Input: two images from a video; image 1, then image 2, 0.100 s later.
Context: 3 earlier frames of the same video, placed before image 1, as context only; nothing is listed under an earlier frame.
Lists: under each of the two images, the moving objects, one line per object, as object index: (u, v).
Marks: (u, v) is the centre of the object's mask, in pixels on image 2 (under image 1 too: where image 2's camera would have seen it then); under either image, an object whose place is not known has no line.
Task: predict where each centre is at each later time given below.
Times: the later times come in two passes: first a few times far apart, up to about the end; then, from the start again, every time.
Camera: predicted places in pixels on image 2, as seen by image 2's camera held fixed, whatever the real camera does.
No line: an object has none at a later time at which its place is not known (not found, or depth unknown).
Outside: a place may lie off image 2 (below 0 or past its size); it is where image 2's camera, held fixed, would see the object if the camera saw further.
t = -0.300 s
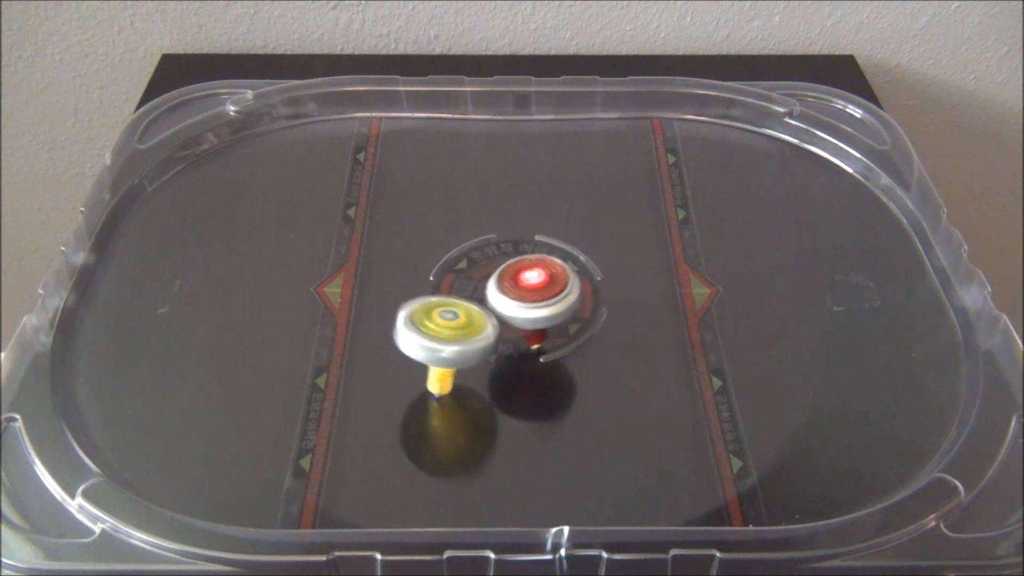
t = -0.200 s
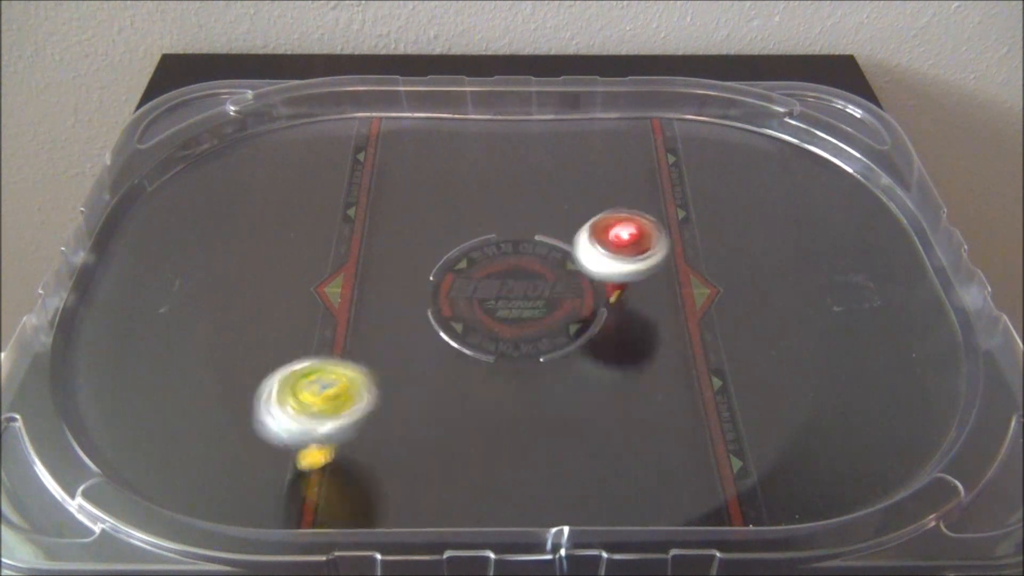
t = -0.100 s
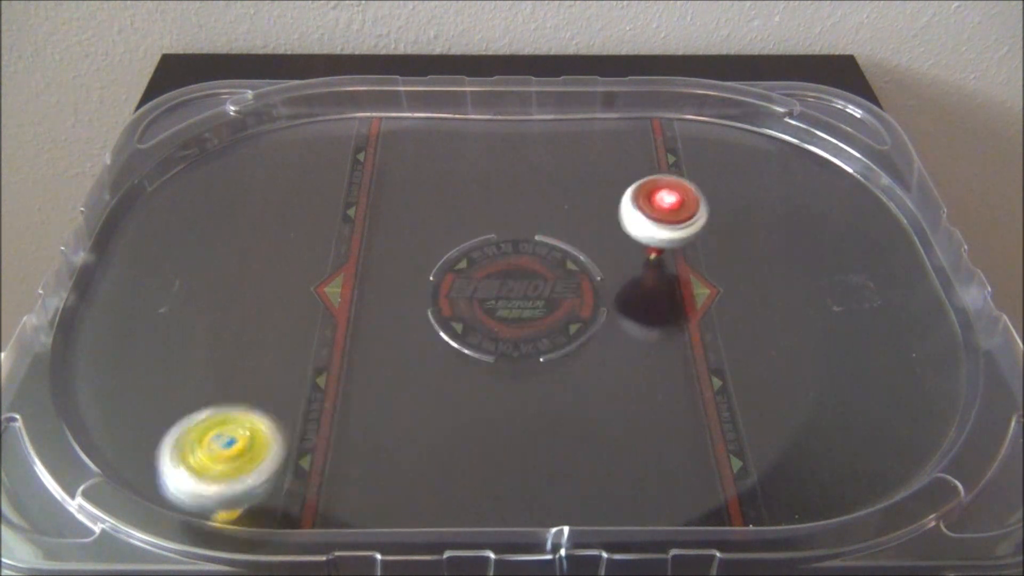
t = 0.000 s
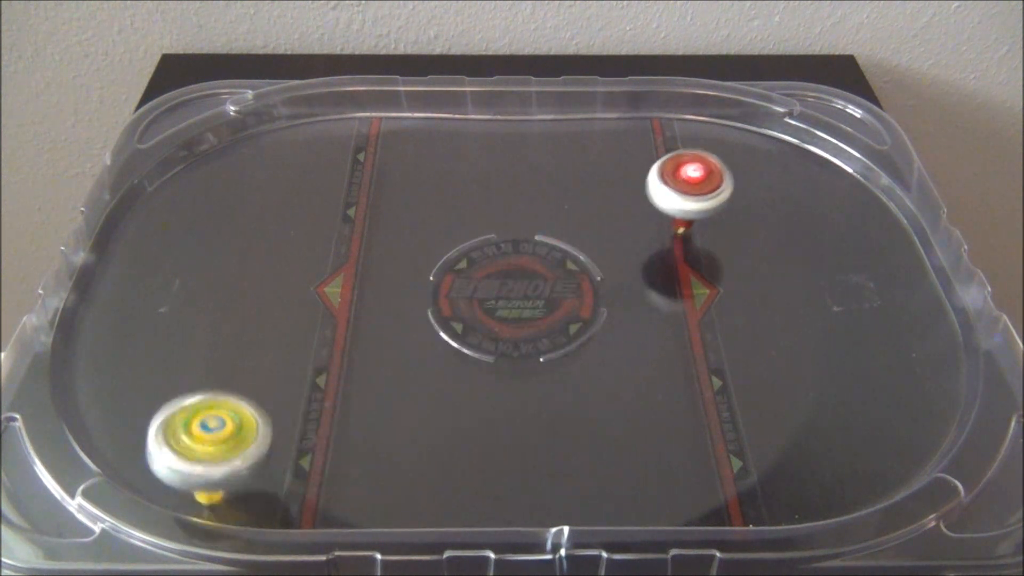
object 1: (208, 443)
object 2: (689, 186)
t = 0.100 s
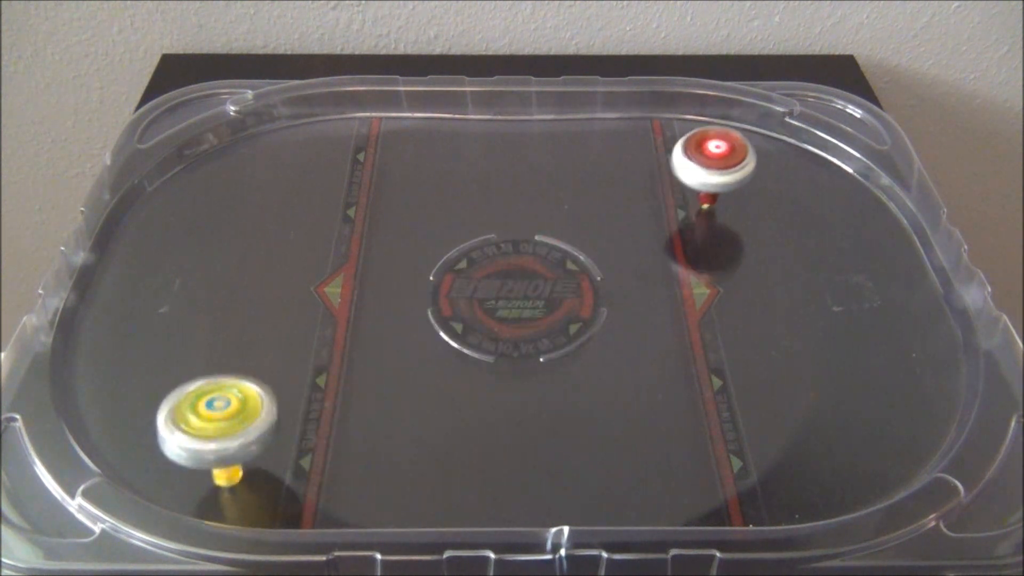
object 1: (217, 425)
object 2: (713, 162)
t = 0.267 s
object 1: (250, 415)
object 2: (729, 134)
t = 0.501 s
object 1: (284, 374)
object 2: (718, 128)
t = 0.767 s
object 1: (283, 326)
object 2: (637, 154)
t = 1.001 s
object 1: (256, 294)
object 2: (544, 189)
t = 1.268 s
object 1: (213, 284)
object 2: (439, 210)
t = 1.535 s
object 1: (197, 305)
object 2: (317, 195)
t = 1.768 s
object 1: (227, 323)
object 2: (246, 194)
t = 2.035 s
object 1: (287, 311)
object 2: (253, 223)
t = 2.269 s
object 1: (399, 368)
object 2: (281, 185)
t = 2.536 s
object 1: (457, 349)
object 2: (348, 140)
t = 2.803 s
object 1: (449, 315)
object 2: (457, 138)
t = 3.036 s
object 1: (412, 308)
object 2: (547, 168)
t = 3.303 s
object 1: (373, 317)
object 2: (606, 241)
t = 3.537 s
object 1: (370, 344)
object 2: (590, 320)
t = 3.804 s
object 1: (330, 347)
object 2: (570, 390)
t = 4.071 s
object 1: (192, 302)
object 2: (724, 400)
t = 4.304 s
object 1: (160, 300)
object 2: (753, 354)
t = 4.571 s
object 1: (147, 326)
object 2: (694, 283)
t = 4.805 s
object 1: (175, 340)
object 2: (611, 230)
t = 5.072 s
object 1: (222, 324)
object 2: (528, 189)
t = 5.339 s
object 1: (239, 291)
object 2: (452, 160)
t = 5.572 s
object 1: (229, 263)
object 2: (400, 168)
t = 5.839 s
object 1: (205, 250)
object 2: (382, 215)
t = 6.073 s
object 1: (206, 259)
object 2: (410, 279)
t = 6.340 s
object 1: (249, 259)
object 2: (485, 350)
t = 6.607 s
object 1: (286, 239)
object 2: (582, 397)
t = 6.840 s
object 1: (296, 213)
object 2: (654, 391)
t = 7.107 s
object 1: (283, 190)
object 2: (667, 335)
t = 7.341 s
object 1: (272, 188)
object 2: (627, 274)
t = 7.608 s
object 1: (293, 199)
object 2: (554, 211)
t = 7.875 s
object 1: (335, 196)
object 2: (474, 173)
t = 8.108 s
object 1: (292, 198)
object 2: (473, 149)
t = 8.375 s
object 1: (259, 211)
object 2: (561, 128)
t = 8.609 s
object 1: (275, 227)
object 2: (627, 143)
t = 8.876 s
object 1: (311, 225)
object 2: (662, 196)
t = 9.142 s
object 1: (330, 208)
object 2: (628, 268)
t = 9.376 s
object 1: (318, 192)
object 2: (547, 309)
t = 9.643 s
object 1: (306, 201)
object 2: (434, 290)
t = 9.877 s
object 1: (297, 193)
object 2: (413, 257)
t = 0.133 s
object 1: (221, 423)
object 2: (719, 155)
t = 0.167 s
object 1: (227, 421)
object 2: (723, 149)
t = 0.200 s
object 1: (235, 420)
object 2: (727, 144)
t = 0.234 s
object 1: (242, 418)
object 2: (729, 139)
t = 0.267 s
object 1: (250, 415)
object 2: (729, 134)
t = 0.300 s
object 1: (258, 412)
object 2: (730, 131)
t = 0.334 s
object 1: (265, 405)
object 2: (730, 129)
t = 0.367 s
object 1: (270, 399)
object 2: (729, 128)
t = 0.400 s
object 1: (274, 393)
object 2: (728, 127)
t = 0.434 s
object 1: (278, 386)
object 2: (726, 127)
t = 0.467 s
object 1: (282, 380)
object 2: (723, 127)
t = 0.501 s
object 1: (284, 374)
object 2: (718, 128)
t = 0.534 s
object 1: (287, 368)
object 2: (711, 128)
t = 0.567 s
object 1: (288, 361)
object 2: (703, 130)
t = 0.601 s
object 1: (289, 355)
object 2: (694, 132)
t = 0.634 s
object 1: (289, 349)
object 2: (684, 136)
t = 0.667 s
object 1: (288, 343)
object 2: (674, 140)
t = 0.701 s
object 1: (288, 337)
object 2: (663, 144)
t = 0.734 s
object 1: (286, 332)
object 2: (651, 148)
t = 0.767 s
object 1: (283, 326)
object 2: (637, 154)
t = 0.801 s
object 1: (281, 321)
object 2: (624, 160)
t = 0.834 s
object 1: (278, 316)
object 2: (612, 166)
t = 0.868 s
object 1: (274, 311)
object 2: (598, 171)
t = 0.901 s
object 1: (269, 306)
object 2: (584, 177)
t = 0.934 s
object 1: (265, 302)
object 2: (570, 183)
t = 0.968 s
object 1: (261, 298)
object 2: (555, 189)
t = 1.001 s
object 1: (256, 294)
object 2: (544, 189)
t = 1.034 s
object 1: (250, 292)
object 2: (533, 192)
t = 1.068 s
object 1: (245, 290)
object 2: (520, 194)
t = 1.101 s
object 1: (240, 288)
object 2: (506, 197)
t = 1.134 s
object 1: (234, 286)
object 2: (491, 199)
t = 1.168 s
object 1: (228, 284)
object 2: (474, 201)
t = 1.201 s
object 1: (223, 284)
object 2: (458, 203)
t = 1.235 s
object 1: (218, 284)
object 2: (449, 205)
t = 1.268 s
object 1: (213, 284)
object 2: (439, 210)
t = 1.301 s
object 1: (208, 285)
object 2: (425, 209)
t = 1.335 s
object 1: (204, 285)
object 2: (409, 208)
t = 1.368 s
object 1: (202, 287)
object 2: (393, 206)
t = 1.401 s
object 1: (199, 289)
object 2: (377, 204)
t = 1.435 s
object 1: (197, 292)
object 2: (361, 202)
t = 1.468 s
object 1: (196, 296)
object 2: (346, 200)
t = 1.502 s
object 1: (196, 301)
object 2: (331, 197)
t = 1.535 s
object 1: (197, 305)
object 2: (317, 195)
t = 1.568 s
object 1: (198, 309)
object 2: (303, 194)
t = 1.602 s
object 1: (200, 313)
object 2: (291, 193)
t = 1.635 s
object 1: (204, 316)
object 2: (280, 192)
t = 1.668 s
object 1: (208, 319)
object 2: (270, 192)
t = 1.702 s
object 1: (214, 321)
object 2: (260, 192)
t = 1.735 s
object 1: (220, 322)
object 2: (253, 192)
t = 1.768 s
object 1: (227, 323)
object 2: (246, 194)
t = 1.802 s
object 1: (235, 323)
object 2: (240, 196)
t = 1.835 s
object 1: (243, 322)
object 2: (237, 198)
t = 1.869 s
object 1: (250, 321)
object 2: (235, 201)
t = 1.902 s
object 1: (258, 320)
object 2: (236, 205)
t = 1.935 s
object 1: (266, 318)
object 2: (237, 209)
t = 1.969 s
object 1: (274, 316)
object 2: (241, 214)
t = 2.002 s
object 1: (281, 314)
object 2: (246, 218)
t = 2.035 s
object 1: (287, 311)
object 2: (253, 223)
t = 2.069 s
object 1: (294, 307)
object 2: (261, 227)
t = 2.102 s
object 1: (300, 303)
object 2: (269, 230)
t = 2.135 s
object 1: (315, 315)
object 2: (272, 225)
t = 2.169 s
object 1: (338, 333)
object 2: (271, 211)
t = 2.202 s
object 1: (359, 349)
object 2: (273, 202)
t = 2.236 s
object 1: (381, 360)
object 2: (277, 193)
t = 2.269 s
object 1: (399, 368)
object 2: (281, 185)
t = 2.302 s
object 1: (416, 370)
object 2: (287, 177)
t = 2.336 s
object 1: (428, 370)
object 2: (293, 170)
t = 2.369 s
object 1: (437, 368)
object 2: (300, 164)
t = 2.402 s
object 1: (443, 364)
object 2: (308, 157)
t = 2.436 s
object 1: (447, 361)
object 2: (316, 152)
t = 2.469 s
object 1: (450, 358)
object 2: (327, 148)
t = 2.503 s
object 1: (454, 353)
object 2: (337, 144)
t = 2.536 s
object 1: (457, 349)
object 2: (348, 140)
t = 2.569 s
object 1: (458, 344)
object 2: (359, 138)
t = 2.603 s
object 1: (459, 339)
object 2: (372, 136)
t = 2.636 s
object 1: (459, 335)
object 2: (386, 135)
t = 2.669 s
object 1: (459, 330)
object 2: (400, 134)
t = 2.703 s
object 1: (458, 325)
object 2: (414, 134)
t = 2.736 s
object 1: (456, 321)
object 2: (428, 135)
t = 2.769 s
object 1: (453, 316)
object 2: (443, 136)
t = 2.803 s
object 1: (449, 315)
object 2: (457, 138)
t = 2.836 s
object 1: (441, 318)
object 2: (471, 141)
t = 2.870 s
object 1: (436, 318)
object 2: (485, 144)
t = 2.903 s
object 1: (432, 316)
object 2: (498, 147)
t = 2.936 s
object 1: (429, 314)
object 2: (511, 151)
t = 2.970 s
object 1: (424, 311)
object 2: (524, 156)
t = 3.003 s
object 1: (418, 309)
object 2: (535, 162)
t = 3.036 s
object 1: (412, 308)
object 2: (547, 168)
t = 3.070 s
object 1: (407, 307)
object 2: (558, 176)
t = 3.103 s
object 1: (402, 307)
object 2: (568, 183)
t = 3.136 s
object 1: (396, 307)
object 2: (577, 192)
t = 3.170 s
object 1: (390, 308)
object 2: (585, 200)
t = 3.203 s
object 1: (385, 309)
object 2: (592, 210)
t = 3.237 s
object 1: (381, 311)
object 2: (598, 221)
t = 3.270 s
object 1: (377, 314)
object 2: (603, 231)
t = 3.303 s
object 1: (373, 317)
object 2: (606, 241)
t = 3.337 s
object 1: (370, 320)
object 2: (609, 253)
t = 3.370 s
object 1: (367, 324)
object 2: (609, 264)
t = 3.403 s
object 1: (366, 328)
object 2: (609, 275)
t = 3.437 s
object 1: (366, 332)
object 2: (606, 287)
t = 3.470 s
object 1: (366, 337)
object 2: (602, 298)
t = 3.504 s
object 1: (368, 341)
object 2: (597, 310)
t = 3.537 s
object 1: (370, 344)
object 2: (590, 320)
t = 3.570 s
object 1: (374, 348)
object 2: (581, 331)
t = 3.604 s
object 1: (378, 351)
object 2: (571, 341)
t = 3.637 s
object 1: (383, 354)
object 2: (559, 350)
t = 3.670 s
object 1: (388, 356)
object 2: (546, 359)
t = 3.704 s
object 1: (394, 358)
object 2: (531, 366)
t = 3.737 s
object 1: (401, 358)
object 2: (516, 373)
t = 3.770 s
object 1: (376, 357)
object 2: (530, 382)
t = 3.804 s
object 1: (330, 347)
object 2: (570, 390)
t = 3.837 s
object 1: (291, 339)
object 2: (605, 398)
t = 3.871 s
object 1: (256, 330)
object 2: (634, 403)
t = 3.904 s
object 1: (230, 322)
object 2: (656, 406)
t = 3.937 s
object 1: (211, 316)
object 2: (672, 407)
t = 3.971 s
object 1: (201, 312)
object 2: (687, 407)
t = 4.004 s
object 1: (195, 309)
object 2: (700, 405)
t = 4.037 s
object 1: (193, 306)
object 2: (713, 403)
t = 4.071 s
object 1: (192, 302)
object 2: (724, 400)
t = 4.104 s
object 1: (190, 298)
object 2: (733, 395)
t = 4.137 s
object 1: (185, 295)
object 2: (741, 390)
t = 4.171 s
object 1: (179, 295)
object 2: (747, 384)
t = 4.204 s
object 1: (173, 296)
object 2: (751, 377)
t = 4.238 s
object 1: (169, 298)
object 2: (753, 370)
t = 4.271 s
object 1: (165, 299)
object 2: (754, 362)
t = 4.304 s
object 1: (160, 300)
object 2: (753, 354)
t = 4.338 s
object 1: (155, 303)
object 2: (750, 345)
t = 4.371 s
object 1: (152, 307)
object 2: (746, 337)
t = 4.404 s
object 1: (149, 309)
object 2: (741, 328)
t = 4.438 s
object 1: (147, 312)
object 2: (734, 319)
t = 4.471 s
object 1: (146, 316)
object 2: (726, 310)
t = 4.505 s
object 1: (145, 319)
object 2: (716, 300)
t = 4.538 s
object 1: (146, 323)
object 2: (705, 291)
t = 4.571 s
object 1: (147, 326)
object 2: (694, 283)
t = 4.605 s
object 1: (149, 330)
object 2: (682, 274)
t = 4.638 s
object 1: (151, 332)
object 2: (671, 266)
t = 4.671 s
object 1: (155, 335)
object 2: (659, 258)
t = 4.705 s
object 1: (160, 337)
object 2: (646, 250)
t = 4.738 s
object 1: (164, 338)
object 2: (635, 243)
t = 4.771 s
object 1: (169, 340)
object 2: (622, 236)
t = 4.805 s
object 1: (175, 340)
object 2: (611, 230)
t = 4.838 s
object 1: (181, 341)
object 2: (601, 225)
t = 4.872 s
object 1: (187, 341)
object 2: (590, 223)
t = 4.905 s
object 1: (193, 340)
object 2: (579, 219)
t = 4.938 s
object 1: (198, 339)
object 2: (569, 213)
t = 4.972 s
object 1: (205, 336)
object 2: (559, 206)
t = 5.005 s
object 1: (212, 332)
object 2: (549, 199)
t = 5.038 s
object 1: (218, 328)
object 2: (539, 194)
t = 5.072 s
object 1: (222, 324)
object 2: (528, 189)
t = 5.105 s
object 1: (226, 321)
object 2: (518, 183)
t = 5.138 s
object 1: (229, 317)
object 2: (508, 178)
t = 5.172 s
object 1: (232, 313)
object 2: (498, 174)
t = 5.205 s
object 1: (234, 308)
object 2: (488, 170)
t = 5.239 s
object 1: (236, 304)
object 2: (479, 167)
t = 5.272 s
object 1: (238, 299)
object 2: (470, 164)
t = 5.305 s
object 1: (238, 295)
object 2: (461, 162)
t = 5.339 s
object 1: (239, 291)
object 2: (452, 160)
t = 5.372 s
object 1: (239, 286)
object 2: (443, 159)
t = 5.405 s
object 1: (238, 282)
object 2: (435, 159)
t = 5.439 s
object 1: (237, 278)
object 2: (427, 160)
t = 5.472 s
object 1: (235, 274)
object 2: (419, 160)
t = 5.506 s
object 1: (234, 270)
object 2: (412, 162)
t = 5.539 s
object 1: (231, 267)
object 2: (406, 165)
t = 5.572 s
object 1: (229, 263)
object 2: (400, 168)
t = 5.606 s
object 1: (226, 260)
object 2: (395, 172)
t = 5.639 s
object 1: (223, 258)
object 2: (390, 176)
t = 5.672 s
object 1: (219, 255)
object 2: (387, 181)
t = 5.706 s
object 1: (216, 253)
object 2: (384, 187)
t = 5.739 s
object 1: (213, 252)
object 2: (383, 194)
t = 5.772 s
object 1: (210, 251)
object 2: (382, 200)
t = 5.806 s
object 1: (207, 250)
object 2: (381, 207)
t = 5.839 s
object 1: (205, 250)
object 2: (382, 215)
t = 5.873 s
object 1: (203, 250)
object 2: (384, 223)
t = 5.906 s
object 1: (202, 251)
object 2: (385, 231)
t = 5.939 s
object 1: (201, 252)
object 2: (388, 240)
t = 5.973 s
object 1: (201, 254)
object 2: (391, 249)
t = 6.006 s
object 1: (202, 255)
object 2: (397, 258)
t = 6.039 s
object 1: (203, 257)
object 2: (403, 269)
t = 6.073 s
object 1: (206, 259)
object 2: (410, 279)
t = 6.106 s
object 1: (209, 259)
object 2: (416, 287)
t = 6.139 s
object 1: (214, 260)
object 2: (425, 297)
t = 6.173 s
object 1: (219, 261)
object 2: (434, 306)
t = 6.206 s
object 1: (225, 261)
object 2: (442, 316)
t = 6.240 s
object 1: (231, 261)
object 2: (452, 325)
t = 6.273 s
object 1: (237, 261)
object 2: (463, 334)
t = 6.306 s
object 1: (243, 260)
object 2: (474, 342)
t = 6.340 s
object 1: (249, 259)
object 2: (485, 350)
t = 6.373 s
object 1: (255, 257)
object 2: (497, 359)
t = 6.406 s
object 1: (260, 256)
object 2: (509, 366)
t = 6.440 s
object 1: (265, 253)
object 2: (521, 373)
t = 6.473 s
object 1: (270, 251)
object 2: (533, 379)
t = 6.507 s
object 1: (275, 248)
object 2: (545, 385)
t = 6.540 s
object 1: (279, 245)
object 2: (557, 390)
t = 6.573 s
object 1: (283, 242)
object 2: (569, 394)
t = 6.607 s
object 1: (286, 239)
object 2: (582, 397)
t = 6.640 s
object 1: (289, 235)
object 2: (594, 399)
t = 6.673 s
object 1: (291, 232)
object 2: (606, 400)
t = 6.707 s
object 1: (293, 228)
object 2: (617, 401)
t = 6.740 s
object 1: (295, 225)
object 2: (628, 400)
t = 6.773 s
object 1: (296, 221)
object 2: (638, 398)
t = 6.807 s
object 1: (297, 217)
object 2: (647, 395)
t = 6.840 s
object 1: (296, 213)
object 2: (654, 391)
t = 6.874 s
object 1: (296, 210)
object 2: (661, 386)
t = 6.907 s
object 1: (295, 207)
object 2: (666, 380)
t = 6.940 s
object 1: (294, 203)
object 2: (669, 374)
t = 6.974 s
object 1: (292, 200)
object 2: (671, 366)
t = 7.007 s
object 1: (290, 197)
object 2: (672, 359)
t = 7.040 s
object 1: (288, 195)
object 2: (671, 351)
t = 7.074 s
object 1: (286, 193)
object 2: (670, 343)
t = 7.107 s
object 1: (283, 190)
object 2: (667, 335)
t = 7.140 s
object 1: (281, 189)
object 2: (663, 326)
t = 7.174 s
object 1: (279, 188)
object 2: (659, 318)
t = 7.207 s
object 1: (276, 187)
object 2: (654, 308)
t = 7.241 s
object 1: (275, 187)
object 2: (649, 300)
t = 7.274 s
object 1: (273, 187)
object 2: (642, 291)
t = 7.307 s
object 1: (273, 187)
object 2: (635, 282)
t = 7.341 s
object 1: (272, 188)
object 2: (627, 274)
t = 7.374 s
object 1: (272, 189)
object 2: (619, 265)
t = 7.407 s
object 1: (273, 190)
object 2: (611, 256)
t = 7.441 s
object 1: (275, 192)
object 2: (602, 247)
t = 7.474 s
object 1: (277, 193)
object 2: (593, 241)
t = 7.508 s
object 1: (281, 195)
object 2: (583, 233)
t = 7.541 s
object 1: (284, 196)
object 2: (574, 226)
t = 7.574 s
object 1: (288, 197)
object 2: (564, 218)
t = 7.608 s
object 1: (293, 199)
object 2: (554, 211)
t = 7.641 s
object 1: (297, 199)
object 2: (545, 205)
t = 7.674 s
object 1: (303, 200)
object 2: (535, 199)
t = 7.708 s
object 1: (309, 200)
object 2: (524, 193)
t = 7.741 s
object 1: (314, 200)
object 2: (514, 189)
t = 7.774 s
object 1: (320, 200)
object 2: (503, 184)
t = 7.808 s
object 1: (325, 199)
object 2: (493, 180)
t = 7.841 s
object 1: (331, 198)
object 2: (483, 177)
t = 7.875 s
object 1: (335, 196)
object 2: (474, 173)
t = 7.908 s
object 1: (340, 194)
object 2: (465, 171)
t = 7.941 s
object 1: (344, 192)
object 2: (456, 170)
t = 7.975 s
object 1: (348, 190)
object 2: (448, 168)
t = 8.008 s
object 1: (352, 188)
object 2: (440, 167)
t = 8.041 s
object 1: (339, 190)
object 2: (445, 163)
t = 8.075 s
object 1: (313, 195)
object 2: (461, 155)
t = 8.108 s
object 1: (292, 198)
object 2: (473, 149)
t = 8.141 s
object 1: (276, 202)
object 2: (483, 144)
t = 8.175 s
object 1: (268, 204)
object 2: (493, 140)
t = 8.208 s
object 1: (265, 207)
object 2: (504, 137)
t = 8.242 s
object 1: (264, 208)
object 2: (515, 134)
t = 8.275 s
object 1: (264, 208)
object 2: (526, 131)
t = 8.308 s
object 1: (262, 208)
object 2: (538, 130)
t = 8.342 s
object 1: (260, 209)
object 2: (549, 129)
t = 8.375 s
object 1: (259, 211)
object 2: (561, 128)
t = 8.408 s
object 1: (259, 214)
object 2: (572, 128)
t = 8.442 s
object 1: (259, 216)
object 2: (582, 129)
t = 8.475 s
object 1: (261, 218)
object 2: (592, 130)
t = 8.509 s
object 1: (263, 221)
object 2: (602, 132)
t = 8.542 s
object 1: (267, 223)
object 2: (611, 135)
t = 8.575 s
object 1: (270, 225)
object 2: (619, 139)
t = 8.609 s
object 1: (275, 227)
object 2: (627, 143)
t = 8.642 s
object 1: (280, 228)
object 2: (635, 147)
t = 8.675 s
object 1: (284, 228)
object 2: (641, 152)
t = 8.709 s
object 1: (289, 228)
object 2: (646, 157)
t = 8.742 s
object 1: (294, 228)
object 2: (651, 163)
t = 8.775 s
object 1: (299, 228)
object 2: (655, 171)
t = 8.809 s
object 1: (303, 227)
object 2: (659, 178)
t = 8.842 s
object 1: (307, 226)
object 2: (661, 187)
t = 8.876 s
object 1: (311, 225)
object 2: (662, 196)
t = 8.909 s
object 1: (314, 224)
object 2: (662, 205)
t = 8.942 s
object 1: (317, 222)
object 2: (661, 215)
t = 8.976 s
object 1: (320, 220)
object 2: (658, 225)
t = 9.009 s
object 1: (323, 218)
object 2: (655, 234)
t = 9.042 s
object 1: (325, 216)
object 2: (650, 243)
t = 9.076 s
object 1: (327, 213)
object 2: (644, 252)
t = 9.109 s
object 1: (329, 211)
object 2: (636, 260)
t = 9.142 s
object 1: (330, 208)
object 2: (628, 268)
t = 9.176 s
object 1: (330, 205)
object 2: (618, 276)
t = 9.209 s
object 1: (329, 202)
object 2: (607, 282)
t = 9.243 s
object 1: (328, 199)
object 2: (595, 289)
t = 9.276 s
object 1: (326, 197)
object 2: (582, 294)
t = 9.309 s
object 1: (323, 195)
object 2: (569, 298)
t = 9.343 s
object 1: (320, 193)
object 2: (558, 304)
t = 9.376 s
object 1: (318, 192)
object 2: (547, 309)
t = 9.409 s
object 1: (315, 191)
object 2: (533, 310)
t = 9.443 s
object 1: (312, 191)
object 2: (517, 311)
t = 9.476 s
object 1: (310, 192)
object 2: (502, 309)
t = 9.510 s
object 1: (308, 193)
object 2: (487, 307)
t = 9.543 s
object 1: (306, 194)
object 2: (473, 304)
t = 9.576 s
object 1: (305, 196)
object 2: (459, 300)
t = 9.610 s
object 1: (305, 199)
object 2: (446, 296)
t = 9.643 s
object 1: (306, 201)
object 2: (434, 290)
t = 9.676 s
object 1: (307, 204)
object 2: (422, 284)
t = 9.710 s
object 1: (310, 206)
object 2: (412, 277)
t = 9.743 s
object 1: (313, 208)
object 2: (402, 269)
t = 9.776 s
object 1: (317, 210)
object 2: (394, 261)
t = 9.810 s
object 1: (318, 211)
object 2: (390, 255)
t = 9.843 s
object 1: (305, 201)
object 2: (403, 257)
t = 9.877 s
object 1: (297, 193)
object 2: (413, 257)
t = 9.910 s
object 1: (292, 189)
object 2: (422, 256)
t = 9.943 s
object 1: (292, 187)
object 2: (432, 252)
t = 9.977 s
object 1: (293, 185)
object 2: (443, 250)
